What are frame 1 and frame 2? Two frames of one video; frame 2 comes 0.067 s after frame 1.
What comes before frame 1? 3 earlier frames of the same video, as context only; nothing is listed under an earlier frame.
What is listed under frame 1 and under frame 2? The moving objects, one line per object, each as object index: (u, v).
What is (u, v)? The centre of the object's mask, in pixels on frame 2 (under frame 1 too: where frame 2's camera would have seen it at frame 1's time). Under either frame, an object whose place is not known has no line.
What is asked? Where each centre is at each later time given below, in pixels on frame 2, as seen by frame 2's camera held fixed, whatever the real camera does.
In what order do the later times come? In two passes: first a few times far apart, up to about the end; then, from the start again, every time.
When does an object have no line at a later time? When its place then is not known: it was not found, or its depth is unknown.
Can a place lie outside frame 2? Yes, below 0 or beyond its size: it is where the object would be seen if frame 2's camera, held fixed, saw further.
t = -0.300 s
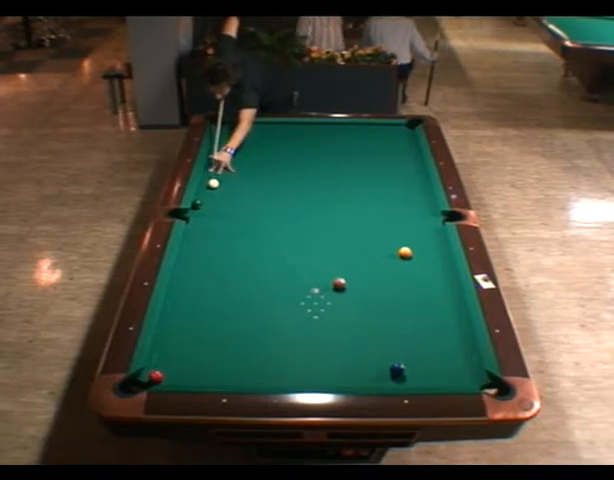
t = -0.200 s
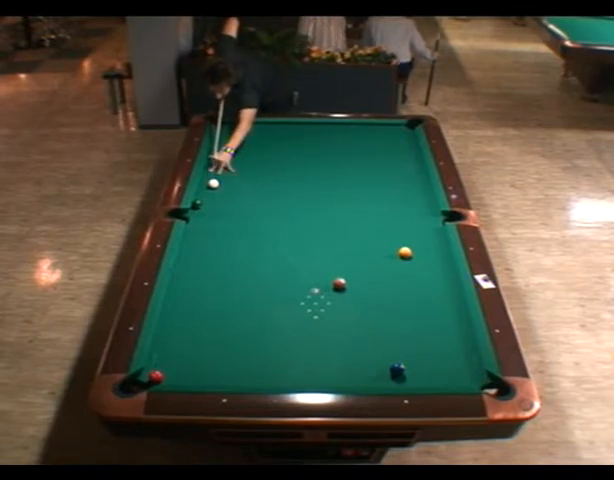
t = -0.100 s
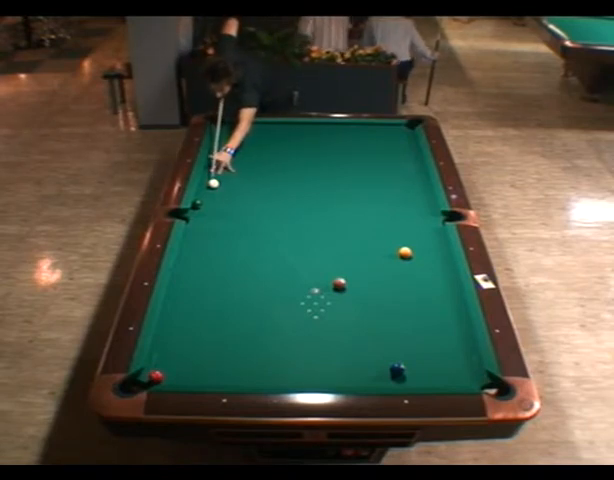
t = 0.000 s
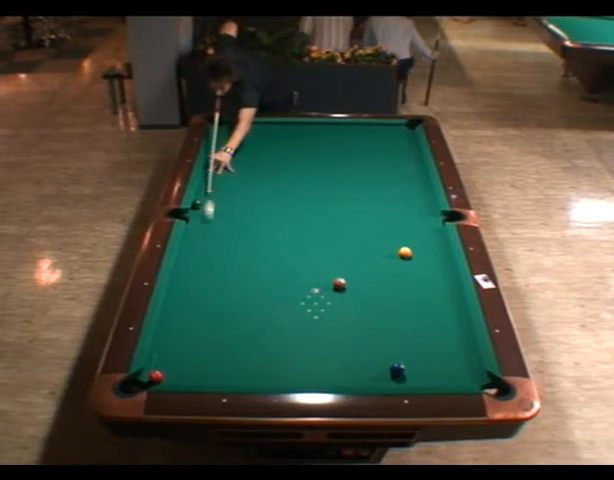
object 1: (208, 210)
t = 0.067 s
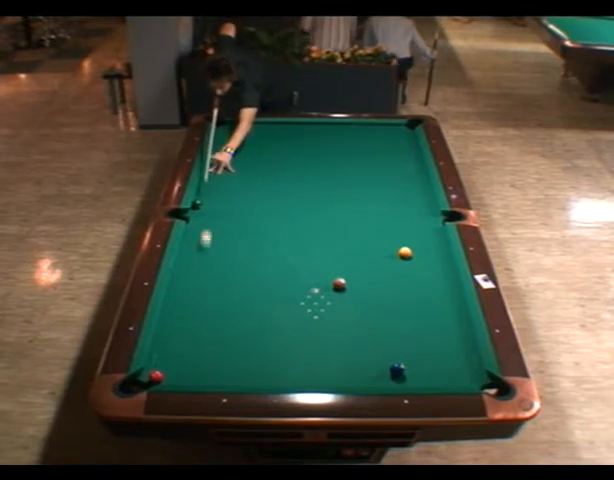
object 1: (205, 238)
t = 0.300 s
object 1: (187, 352)
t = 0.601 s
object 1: (178, 305)
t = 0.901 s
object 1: (215, 255)
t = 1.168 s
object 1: (242, 218)
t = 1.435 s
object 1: (265, 187)
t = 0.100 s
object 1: (203, 251)
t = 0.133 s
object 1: (201, 267)
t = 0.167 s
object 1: (199, 282)
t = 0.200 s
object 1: (196, 298)
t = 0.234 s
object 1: (194, 315)
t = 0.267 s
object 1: (191, 334)
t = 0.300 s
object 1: (187, 352)
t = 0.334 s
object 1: (184, 371)
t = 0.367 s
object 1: (179, 373)
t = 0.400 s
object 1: (176, 361)
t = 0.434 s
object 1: (171, 349)
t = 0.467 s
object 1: (167, 339)
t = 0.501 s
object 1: (164, 328)
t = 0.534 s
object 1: (167, 320)
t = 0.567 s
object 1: (173, 312)
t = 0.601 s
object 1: (178, 305)
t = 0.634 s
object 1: (183, 299)
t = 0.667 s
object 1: (187, 293)
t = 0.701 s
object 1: (191, 287)
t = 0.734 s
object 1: (195, 281)
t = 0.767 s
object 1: (199, 276)
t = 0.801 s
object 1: (203, 271)
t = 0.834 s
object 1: (207, 265)
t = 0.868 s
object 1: (211, 260)
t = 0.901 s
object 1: (215, 255)
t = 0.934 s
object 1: (219, 250)
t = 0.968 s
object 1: (222, 245)
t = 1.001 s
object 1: (226, 240)
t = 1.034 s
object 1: (229, 236)
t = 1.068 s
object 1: (232, 231)
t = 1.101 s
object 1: (236, 226)
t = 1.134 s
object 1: (239, 222)
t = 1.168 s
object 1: (242, 218)
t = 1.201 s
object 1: (245, 214)
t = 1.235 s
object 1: (248, 210)
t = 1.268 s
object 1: (251, 206)
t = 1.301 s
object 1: (254, 202)
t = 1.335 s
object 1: (257, 198)
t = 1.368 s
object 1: (260, 194)
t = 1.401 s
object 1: (263, 190)
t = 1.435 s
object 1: (265, 187)
